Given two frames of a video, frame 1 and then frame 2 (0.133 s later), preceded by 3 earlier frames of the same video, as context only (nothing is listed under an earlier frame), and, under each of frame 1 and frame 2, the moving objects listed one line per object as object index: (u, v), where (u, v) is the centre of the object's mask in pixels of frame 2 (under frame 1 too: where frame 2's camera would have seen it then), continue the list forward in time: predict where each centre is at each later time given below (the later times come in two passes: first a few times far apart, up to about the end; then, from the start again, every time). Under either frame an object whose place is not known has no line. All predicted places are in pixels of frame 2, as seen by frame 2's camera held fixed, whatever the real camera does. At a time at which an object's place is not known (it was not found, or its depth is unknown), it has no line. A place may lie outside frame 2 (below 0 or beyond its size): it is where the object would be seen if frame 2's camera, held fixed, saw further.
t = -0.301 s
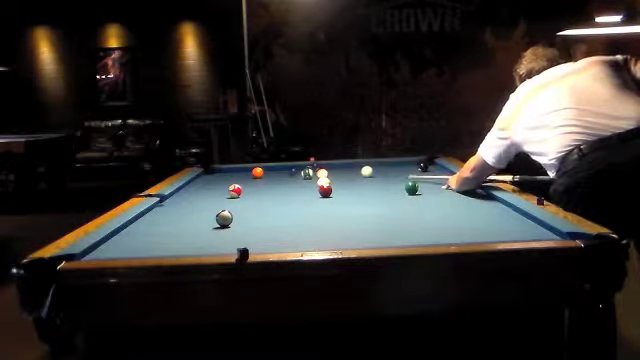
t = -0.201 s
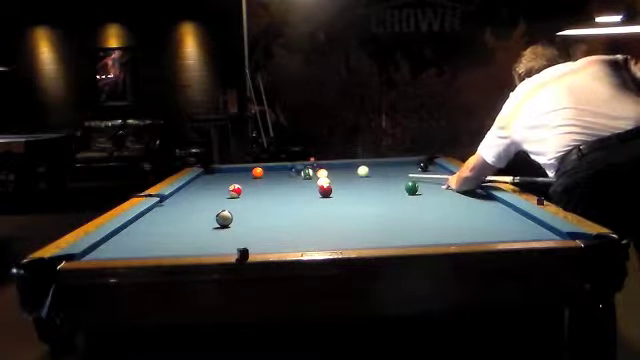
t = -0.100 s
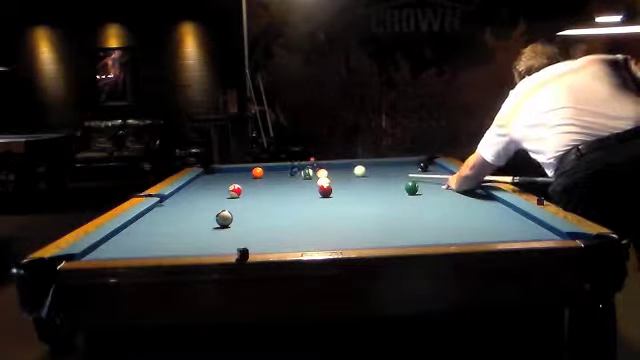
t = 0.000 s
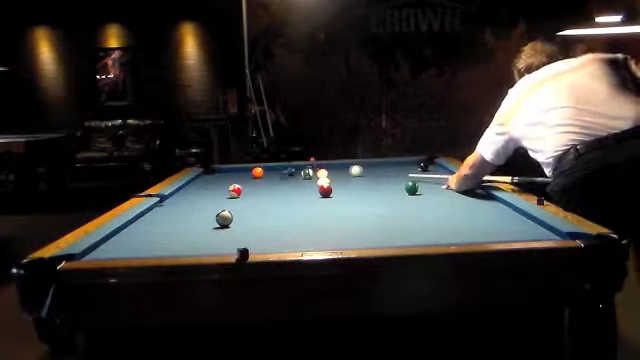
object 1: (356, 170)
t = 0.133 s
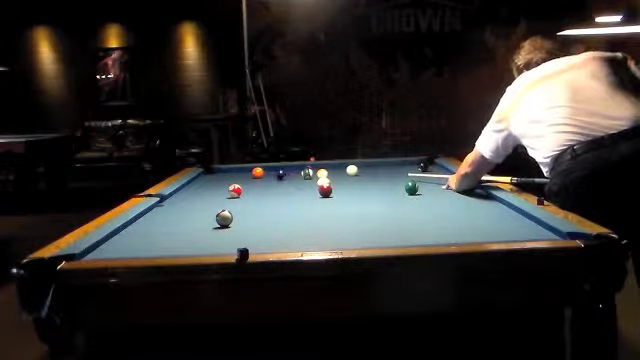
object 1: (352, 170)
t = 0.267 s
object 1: (348, 170)
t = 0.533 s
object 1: (340, 169)
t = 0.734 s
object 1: (335, 169)
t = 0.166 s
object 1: (351, 170)
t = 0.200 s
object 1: (350, 170)
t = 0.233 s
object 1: (349, 170)
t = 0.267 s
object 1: (348, 170)
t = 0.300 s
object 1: (346, 169)
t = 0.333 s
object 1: (345, 169)
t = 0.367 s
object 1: (345, 169)
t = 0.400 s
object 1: (343, 169)
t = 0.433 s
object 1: (343, 169)
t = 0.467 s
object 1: (342, 169)
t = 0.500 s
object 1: (341, 169)
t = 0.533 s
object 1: (340, 169)
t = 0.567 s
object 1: (339, 169)
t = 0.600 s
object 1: (338, 169)
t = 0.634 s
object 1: (337, 169)
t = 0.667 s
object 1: (337, 169)
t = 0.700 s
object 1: (335, 169)
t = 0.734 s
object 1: (335, 169)
